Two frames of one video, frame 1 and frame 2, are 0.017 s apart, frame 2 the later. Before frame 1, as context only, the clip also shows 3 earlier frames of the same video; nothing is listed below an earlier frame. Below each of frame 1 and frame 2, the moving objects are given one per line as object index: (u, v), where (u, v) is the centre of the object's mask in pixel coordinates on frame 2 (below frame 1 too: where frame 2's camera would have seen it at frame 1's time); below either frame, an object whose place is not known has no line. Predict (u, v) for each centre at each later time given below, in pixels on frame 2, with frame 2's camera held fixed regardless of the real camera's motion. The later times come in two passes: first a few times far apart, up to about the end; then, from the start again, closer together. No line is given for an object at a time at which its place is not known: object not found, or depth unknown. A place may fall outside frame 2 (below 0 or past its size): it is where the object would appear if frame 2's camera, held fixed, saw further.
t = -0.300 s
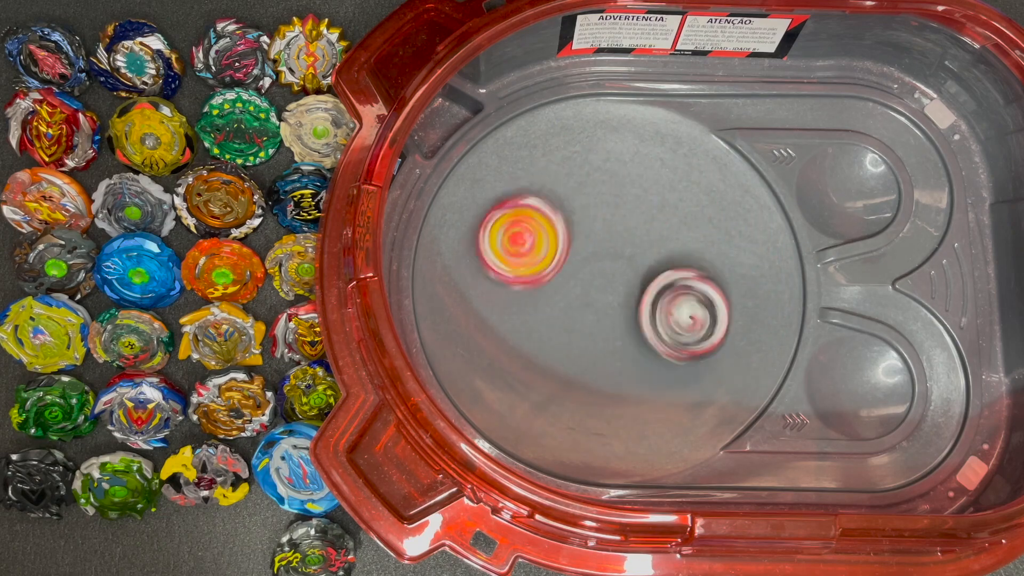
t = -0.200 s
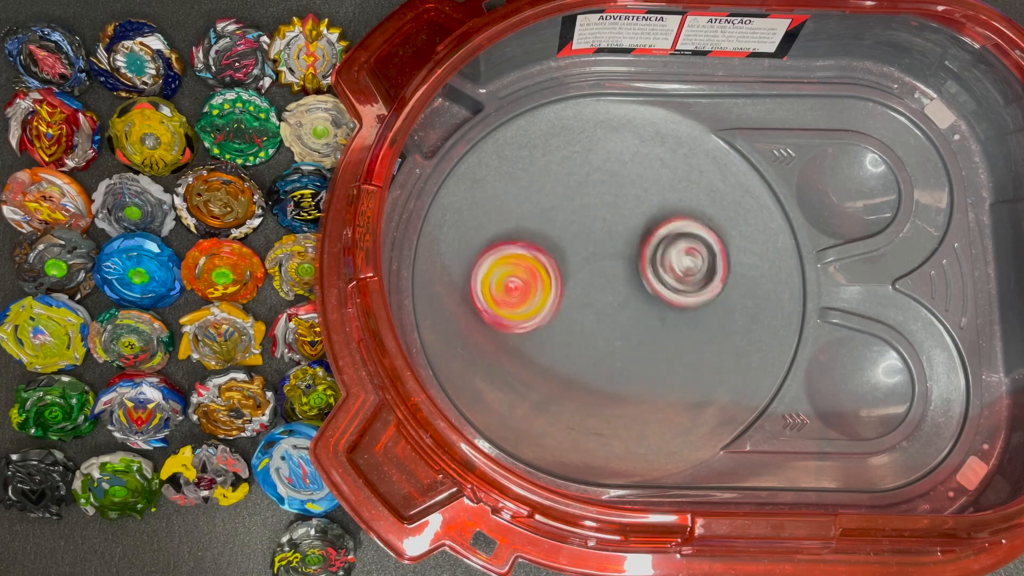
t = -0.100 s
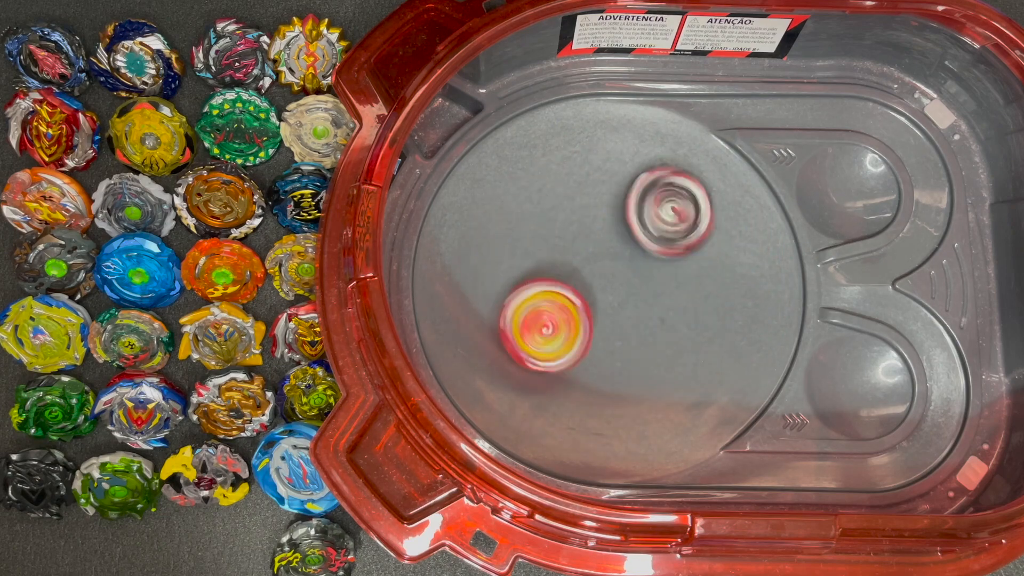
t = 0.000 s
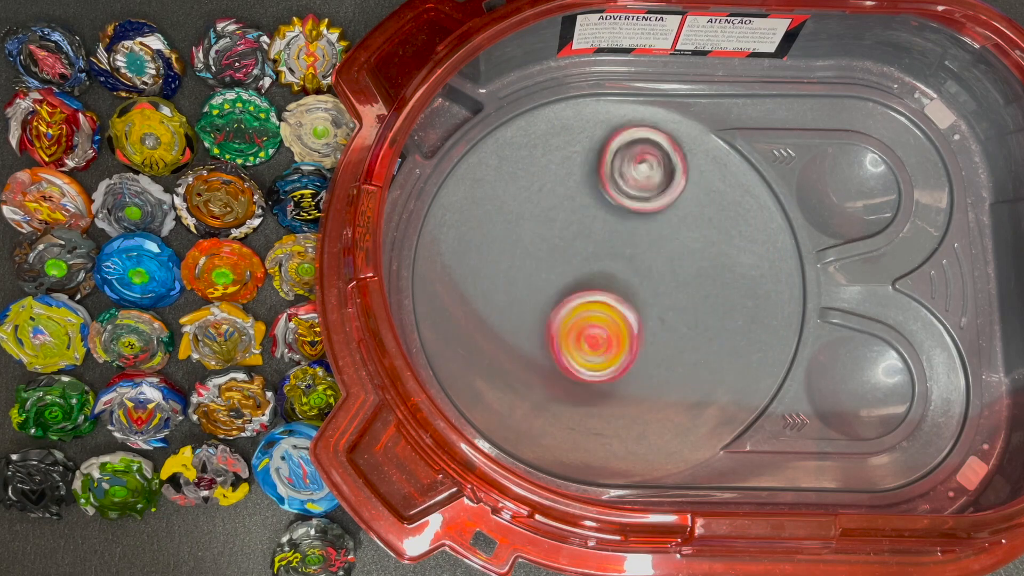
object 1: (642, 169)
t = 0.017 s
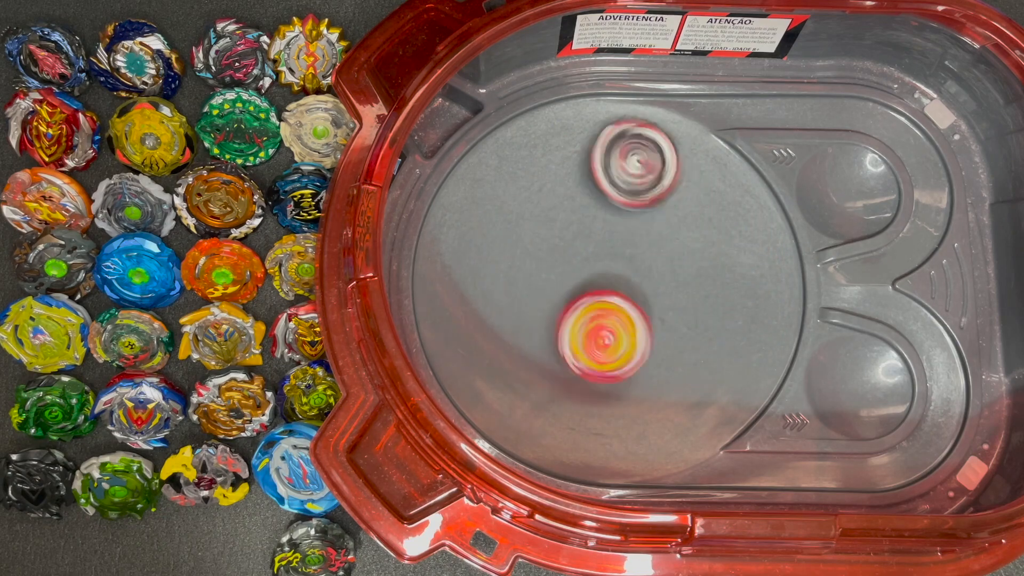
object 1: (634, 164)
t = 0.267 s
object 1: (534, 179)
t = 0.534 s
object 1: (594, 297)
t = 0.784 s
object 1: (718, 327)
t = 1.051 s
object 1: (727, 227)
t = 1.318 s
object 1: (597, 219)
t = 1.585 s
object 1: (517, 304)
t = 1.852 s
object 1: (615, 333)
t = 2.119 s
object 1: (683, 231)
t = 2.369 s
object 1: (643, 143)
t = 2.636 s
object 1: (586, 234)
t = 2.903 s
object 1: (640, 342)
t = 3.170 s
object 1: (720, 315)
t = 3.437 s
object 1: (635, 233)
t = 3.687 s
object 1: (533, 230)
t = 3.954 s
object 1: (564, 299)
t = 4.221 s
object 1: (666, 257)
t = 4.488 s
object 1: (701, 179)
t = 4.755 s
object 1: (632, 213)
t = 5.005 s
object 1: (582, 274)
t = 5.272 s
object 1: (568, 301)
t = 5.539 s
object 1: (559, 262)
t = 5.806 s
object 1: (577, 253)
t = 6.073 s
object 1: (619, 272)
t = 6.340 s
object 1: (691, 262)
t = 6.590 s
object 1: (689, 245)
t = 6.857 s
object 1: (689, 245)
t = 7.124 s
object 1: (689, 246)
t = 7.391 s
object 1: (689, 246)
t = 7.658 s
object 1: (689, 246)
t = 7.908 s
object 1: (689, 246)
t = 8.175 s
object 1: (689, 246)
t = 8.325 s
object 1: (689, 246)
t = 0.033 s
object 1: (628, 159)
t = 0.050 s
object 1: (622, 153)
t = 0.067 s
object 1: (615, 151)
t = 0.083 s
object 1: (607, 147)
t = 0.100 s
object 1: (599, 143)
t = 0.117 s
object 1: (593, 143)
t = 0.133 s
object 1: (584, 143)
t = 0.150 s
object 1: (576, 144)
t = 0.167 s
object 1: (569, 144)
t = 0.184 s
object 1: (561, 149)
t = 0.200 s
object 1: (554, 153)
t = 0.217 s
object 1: (547, 157)
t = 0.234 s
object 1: (543, 164)
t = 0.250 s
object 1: (538, 172)
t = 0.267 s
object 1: (534, 179)
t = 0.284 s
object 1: (533, 186)
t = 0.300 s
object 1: (533, 196)
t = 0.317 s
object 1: (532, 206)
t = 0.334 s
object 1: (532, 212)
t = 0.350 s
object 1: (535, 222)
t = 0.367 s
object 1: (538, 231)
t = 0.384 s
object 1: (539, 239)
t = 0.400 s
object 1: (546, 246)
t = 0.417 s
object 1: (550, 254)
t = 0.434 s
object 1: (555, 263)
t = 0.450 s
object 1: (560, 269)
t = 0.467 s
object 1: (567, 275)
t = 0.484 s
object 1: (574, 282)
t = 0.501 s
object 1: (579, 288)
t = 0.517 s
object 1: (587, 292)
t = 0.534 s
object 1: (594, 297)
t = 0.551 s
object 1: (602, 304)
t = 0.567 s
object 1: (609, 307)
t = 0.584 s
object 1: (617, 311)
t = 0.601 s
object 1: (626, 315)
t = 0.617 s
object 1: (632, 319)
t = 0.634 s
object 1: (642, 322)
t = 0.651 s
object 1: (650, 324)
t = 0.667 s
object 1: (658, 328)
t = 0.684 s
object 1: (666, 328)
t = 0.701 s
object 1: (675, 329)
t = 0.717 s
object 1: (684, 330)
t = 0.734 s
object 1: (691, 330)
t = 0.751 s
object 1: (700, 329)
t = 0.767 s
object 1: (709, 327)
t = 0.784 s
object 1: (718, 327)
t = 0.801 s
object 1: (724, 322)
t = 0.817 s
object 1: (732, 318)
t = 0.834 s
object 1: (740, 314)
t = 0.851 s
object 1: (744, 310)
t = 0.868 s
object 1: (749, 303)
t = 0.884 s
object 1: (754, 295)
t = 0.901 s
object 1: (757, 290)
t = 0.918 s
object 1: (757, 281)
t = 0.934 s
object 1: (758, 273)
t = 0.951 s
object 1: (759, 265)
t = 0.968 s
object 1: (754, 259)
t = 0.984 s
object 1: (751, 250)
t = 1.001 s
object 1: (746, 242)
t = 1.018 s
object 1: (743, 238)
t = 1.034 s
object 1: (735, 232)
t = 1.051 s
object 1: (727, 227)
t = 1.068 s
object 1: (721, 221)
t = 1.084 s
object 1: (713, 220)
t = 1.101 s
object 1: (704, 216)
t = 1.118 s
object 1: (695, 213)
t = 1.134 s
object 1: (689, 210)
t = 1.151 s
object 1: (678, 210)
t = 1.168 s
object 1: (670, 210)
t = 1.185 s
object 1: (661, 208)
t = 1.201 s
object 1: (654, 209)
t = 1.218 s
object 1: (645, 209)
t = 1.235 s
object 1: (636, 211)
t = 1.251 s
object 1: (628, 210)
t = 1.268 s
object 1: (619, 212)
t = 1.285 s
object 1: (612, 214)
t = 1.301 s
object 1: (603, 216)
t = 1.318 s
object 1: (597, 219)
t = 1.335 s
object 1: (588, 222)
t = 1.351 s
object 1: (581, 226)
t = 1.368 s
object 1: (573, 227)
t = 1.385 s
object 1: (568, 232)
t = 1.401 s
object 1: (560, 236)
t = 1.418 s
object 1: (553, 241)
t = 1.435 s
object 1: (547, 244)
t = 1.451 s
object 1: (541, 250)
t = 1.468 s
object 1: (536, 256)
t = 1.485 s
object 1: (530, 261)
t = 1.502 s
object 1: (527, 267)
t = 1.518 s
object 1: (523, 274)
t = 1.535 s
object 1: (519, 281)
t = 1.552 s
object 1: (517, 287)
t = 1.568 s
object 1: (517, 295)
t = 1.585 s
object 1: (517, 304)
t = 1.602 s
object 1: (516, 310)
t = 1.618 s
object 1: (520, 316)
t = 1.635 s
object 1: (523, 324)
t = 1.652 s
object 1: (527, 331)
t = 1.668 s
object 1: (532, 335)
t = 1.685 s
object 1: (540, 340)
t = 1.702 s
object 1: (547, 345)
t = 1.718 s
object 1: (553, 347)
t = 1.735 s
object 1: (561, 348)
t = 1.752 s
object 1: (570, 348)
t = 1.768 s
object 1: (579, 349)
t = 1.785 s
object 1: (585, 347)
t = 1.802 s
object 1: (593, 344)
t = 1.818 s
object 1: (602, 340)
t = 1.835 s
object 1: (610, 339)
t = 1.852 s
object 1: (615, 333)
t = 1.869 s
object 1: (622, 329)
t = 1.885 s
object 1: (630, 323)
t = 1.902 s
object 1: (635, 319)
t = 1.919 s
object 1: (640, 312)
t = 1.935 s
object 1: (645, 306)
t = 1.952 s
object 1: (652, 300)
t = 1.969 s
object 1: (655, 294)
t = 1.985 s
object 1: (660, 287)
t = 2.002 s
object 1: (664, 280)
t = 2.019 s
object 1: (669, 274)
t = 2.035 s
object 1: (671, 267)
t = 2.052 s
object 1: (675, 260)
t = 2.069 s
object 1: (678, 252)
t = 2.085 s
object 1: (681, 246)
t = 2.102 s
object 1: (682, 238)
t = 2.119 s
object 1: (683, 231)
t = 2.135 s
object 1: (686, 222)
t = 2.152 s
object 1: (687, 216)
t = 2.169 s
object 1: (687, 208)
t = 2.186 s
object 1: (686, 200)
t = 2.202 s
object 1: (687, 192)
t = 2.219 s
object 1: (685, 186)
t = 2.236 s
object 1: (683, 178)
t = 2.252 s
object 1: (680, 171)
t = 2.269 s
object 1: (679, 165)
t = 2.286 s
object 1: (672, 160)
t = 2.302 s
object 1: (668, 155)
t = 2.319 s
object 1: (662, 148)
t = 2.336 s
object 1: (658, 147)
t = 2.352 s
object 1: (649, 145)
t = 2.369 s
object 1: (643, 143)
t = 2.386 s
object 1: (637, 142)
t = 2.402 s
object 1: (630, 145)
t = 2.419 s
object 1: (622, 147)
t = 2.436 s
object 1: (615, 150)
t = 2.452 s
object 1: (611, 154)
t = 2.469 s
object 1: (605, 161)
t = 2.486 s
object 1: (600, 167)
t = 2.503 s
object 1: (595, 173)
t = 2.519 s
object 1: (594, 179)
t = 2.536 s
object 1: (591, 187)
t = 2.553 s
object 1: (589, 196)
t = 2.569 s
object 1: (586, 203)
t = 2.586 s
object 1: (586, 210)
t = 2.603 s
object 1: (586, 218)
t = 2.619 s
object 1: (586, 227)
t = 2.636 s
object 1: (586, 234)
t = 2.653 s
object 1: (587, 241)
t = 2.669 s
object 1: (589, 249)
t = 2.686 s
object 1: (590, 257)
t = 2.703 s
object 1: (592, 264)
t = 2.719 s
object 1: (595, 272)
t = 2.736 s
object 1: (598, 279)
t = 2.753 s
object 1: (600, 287)
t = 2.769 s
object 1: (604, 293)
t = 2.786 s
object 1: (607, 299)
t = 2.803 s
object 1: (612, 307)
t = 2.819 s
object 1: (615, 313)
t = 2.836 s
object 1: (620, 319)
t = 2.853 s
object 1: (624, 325)
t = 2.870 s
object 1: (630, 332)
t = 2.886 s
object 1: (634, 337)
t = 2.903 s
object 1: (640, 342)
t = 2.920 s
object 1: (646, 346)
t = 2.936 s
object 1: (654, 351)
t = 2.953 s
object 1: (659, 353)
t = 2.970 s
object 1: (667, 355)
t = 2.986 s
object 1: (674, 357)
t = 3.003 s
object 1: (682, 359)
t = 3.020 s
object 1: (686, 357)
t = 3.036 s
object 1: (695, 355)
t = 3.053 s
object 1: (701, 354)
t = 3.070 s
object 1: (706, 352)
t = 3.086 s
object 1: (709, 346)
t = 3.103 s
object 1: (715, 342)
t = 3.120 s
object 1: (718, 336)
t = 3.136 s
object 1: (719, 330)
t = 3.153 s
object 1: (720, 322)
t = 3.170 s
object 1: (720, 315)
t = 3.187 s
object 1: (719, 307)
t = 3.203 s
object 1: (716, 302)
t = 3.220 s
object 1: (713, 294)
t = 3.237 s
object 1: (708, 287)
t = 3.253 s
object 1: (705, 280)
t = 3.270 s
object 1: (700, 276)
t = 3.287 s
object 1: (694, 270)
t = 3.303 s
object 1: (687, 264)
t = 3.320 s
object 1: (683, 258)
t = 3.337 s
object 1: (677, 255)
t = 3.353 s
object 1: (670, 250)
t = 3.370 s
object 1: (662, 245)
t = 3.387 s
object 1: (657, 241)
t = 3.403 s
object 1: (650, 239)
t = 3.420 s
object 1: (643, 236)
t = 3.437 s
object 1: (635, 233)
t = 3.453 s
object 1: (628, 229)
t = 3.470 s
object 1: (622, 228)
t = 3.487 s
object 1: (614, 225)
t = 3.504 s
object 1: (606, 224)
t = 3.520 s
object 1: (600, 221)
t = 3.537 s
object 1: (593, 222)
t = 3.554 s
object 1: (586, 220)
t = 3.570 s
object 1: (578, 220)
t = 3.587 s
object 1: (572, 218)
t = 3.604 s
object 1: (565, 221)
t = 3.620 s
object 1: (558, 221)
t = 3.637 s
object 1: (551, 223)
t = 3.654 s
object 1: (545, 223)
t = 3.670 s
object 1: (540, 227)
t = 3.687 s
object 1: (533, 230)
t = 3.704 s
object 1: (527, 234)
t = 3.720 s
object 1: (523, 237)
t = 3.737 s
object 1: (520, 243)
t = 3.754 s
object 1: (516, 249)
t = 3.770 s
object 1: (514, 253)
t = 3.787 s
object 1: (515, 259)
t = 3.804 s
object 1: (516, 266)
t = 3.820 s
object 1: (517, 272)
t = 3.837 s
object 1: (520, 278)
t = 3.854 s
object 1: (524, 282)
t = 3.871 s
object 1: (530, 287)
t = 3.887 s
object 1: (536, 292)
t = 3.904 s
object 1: (541, 295)
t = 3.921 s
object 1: (549, 296)
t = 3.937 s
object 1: (557, 297)
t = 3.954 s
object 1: (564, 299)
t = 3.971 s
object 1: (570, 300)
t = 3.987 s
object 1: (577, 298)
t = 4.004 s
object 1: (585, 297)
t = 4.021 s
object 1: (593, 295)
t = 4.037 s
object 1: (599, 295)
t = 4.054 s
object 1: (606, 291)
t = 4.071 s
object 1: (612, 288)
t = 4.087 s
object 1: (619, 285)
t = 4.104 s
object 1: (626, 283)
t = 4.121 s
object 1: (632, 279)
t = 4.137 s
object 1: (637, 276)
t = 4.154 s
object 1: (644, 271)
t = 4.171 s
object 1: (650, 269)
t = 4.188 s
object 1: (655, 263)
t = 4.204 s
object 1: (661, 260)
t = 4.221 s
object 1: (666, 257)
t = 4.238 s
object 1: (672, 254)
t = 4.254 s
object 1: (675, 249)
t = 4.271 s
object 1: (681, 244)
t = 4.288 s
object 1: (686, 240)
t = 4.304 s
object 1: (692, 235)
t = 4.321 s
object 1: (695, 231)
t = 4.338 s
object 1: (699, 225)
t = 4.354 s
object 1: (702, 220)
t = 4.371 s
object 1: (705, 214)
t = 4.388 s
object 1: (706, 210)
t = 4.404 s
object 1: (707, 202)
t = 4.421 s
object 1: (708, 197)
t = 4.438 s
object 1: (708, 191)
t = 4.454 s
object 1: (706, 187)
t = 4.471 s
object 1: (704, 182)
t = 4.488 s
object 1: (701, 179)
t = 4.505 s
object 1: (699, 175)
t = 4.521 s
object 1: (696, 176)
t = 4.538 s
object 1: (690, 174)
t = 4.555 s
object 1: (688, 172)
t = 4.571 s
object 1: (683, 173)
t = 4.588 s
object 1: (679, 173)
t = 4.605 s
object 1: (674, 175)
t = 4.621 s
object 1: (668, 177)
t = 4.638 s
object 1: (662, 179)
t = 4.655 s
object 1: (659, 181)
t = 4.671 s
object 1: (653, 187)
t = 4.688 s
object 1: (647, 191)
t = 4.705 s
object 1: (643, 196)
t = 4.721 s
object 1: (639, 200)
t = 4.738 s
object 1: (637, 206)
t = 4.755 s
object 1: (632, 213)
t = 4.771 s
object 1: (629, 219)
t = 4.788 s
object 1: (625, 224)
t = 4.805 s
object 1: (624, 229)
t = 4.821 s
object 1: (622, 236)
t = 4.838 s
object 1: (619, 237)
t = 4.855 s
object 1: (617, 240)
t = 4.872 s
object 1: (613, 243)
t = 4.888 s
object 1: (609, 245)
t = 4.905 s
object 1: (604, 249)
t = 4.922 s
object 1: (599, 252)
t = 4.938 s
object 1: (596, 257)
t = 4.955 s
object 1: (591, 261)
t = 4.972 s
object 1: (588, 264)
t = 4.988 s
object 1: (585, 269)
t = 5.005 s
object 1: (582, 274)
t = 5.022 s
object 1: (580, 279)
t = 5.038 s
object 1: (578, 283)
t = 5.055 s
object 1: (578, 287)
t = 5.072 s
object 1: (577, 293)
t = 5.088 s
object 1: (577, 298)
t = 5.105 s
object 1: (578, 302)
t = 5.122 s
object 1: (579, 307)
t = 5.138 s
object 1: (580, 310)
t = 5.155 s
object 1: (583, 311)
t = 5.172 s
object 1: (581, 309)
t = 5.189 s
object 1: (578, 307)
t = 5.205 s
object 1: (577, 306)
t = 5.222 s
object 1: (575, 306)
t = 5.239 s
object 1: (572, 305)
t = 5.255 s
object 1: (570, 303)
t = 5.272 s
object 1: (568, 301)
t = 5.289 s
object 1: (565, 299)
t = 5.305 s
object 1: (562, 296)
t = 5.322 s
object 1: (561, 292)
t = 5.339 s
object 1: (562, 291)
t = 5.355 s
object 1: (561, 291)
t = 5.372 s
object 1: (559, 289)
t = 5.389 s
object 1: (558, 287)
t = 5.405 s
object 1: (557, 284)
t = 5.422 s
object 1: (557, 280)
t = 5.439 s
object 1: (558, 276)
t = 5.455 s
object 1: (560, 274)
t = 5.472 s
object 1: (562, 274)
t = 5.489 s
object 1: (562, 274)
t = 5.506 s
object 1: (561, 272)
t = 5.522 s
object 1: (560, 267)
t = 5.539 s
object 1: (559, 262)
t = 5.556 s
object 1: (559, 257)
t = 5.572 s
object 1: (558, 252)
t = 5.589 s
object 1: (559, 246)
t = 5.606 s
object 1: (561, 245)
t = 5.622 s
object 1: (564, 244)
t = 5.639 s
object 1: (565, 243)
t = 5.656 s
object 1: (567, 243)
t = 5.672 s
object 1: (570, 246)
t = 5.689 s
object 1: (572, 250)
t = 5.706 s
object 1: (573, 252)
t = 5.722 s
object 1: (574, 255)
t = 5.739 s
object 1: (575, 256)
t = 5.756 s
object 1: (575, 255)
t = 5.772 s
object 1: (575, 254)
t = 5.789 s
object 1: (576, 254)
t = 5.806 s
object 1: (577, 253)
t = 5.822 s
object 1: (580, 253)
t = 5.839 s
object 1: (582, 254)
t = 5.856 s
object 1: (584, 255)
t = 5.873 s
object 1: (586, 256)
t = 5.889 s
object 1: (588, 256)
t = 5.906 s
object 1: (592, 257)
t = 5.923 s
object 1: (595, 259)
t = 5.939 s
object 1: (597, 259)
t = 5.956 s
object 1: (599, 260)
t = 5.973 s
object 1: (601, 261)
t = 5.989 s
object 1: (603, 263)
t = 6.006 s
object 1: (605, 264)
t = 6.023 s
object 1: (608, 266)
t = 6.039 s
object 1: (612, 268)
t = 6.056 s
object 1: (615, 270)
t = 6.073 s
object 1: (619, 272)
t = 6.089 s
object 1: (623, 275)
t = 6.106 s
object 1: (627, 278)
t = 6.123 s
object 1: (631, 280)
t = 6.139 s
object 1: (635, 282)
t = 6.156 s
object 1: (641, 284)
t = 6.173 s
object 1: (646, 285)
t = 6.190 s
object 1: (653, 286)
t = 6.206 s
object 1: (658, 284)
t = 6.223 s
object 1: (665, 285)
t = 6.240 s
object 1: (671, 284)
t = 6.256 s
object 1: (675, 280)
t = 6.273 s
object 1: (680, 277)
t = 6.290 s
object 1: (684, 274)
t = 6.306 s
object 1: (687, 270)
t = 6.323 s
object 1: (689, 266)
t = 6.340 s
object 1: (691, 262)
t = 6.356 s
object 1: (691, 258)
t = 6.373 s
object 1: (691, 255)
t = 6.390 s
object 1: (691, 251)
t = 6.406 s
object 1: (691, 250)
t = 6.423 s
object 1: (690, 249)
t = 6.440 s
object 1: (690, 248)
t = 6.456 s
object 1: (690, 247)
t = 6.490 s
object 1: (689, 246)
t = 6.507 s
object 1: (689, 245)
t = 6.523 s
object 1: (689, 245)
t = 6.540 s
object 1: (689, 245)
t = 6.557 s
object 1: (689, 245)
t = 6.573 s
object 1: (689, 245)
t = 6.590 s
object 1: (689, 245)
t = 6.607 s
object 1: (689, 245)
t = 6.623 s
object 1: (689, 245)
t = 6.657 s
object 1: (689, 245)
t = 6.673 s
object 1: (689, 245)
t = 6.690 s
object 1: (689, 245)
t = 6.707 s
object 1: (689, 245)
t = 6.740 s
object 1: (689, 245)
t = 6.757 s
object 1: (689, 245)
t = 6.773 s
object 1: (689, 245)
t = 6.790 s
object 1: (689, 245)
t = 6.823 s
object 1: (689, 245)
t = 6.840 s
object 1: (689, 245)
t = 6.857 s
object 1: (689, 245)
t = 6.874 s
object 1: (689, 245)
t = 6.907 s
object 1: (689, 246)
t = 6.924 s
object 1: (689, 246)
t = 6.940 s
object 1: (689, 246)
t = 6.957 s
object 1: (689, 246)
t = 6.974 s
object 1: (689, 246)
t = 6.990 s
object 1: (689, 246)
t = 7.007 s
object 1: (689, 246)
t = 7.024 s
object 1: (689, 246)
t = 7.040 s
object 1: (689, 246)
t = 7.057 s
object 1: (689, 246)
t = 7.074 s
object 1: (689, 246)
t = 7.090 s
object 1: (689, 246)
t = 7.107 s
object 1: (689, 246)
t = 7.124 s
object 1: (689, 246)
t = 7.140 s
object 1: (689, 246)
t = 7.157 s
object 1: (689, 246)
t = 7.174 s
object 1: (689, 246)
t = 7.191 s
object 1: (689, 246)
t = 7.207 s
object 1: (689, 246)
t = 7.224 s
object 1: (689, 246)
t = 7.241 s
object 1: (689, 246)
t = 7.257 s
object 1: (689, 246)
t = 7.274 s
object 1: (689, 246)
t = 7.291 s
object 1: (689, 246)
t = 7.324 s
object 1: (689, 246)
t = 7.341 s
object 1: (689, 246)
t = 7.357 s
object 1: (689, 246)
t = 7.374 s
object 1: (689, 246)
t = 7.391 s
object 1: (689, 246)
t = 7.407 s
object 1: (689, 246)
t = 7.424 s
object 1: (689, 246)
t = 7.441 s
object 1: (689, 246)
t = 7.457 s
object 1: (689, 246)
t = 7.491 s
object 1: (689, 246)
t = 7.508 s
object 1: (689, 246)
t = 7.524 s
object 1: (689, 246)
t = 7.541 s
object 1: (689, 246)
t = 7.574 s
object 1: (689, 246)
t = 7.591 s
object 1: (689, 246)
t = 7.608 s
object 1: (689, 246)
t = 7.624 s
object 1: (689, 246)
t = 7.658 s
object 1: (689, 246)
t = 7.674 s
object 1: (689, 246)
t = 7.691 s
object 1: (689, 246)
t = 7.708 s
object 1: (689, 246)
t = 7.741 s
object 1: (689, 246)
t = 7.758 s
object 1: (689, 246)
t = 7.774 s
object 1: (689, 246)
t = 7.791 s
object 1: (689, 246)
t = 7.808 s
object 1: (689, 246)
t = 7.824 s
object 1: (689, 246)
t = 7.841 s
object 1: (689, 246)
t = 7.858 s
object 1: (689, 246)
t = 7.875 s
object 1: (689, 246)
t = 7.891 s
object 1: (689, 246)
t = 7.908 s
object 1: (689, 246)
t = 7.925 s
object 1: (689, 246)
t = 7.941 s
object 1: (689, 246)
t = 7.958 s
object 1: (689, 246)
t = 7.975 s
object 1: (689, 246)
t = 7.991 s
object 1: (689, 246)
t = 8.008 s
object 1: (689, 246)
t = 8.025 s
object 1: (689, 246)
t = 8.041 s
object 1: (689, 246)
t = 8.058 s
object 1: (689, 246)
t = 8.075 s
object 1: (689, 246)
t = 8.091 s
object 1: (689, 246)
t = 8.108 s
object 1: (689, 246)
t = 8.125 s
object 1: (689, 246)
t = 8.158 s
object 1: (689, 246)
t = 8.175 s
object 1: (689, 246)
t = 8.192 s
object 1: (689, 246)
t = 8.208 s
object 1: (689, 246)
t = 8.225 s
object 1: (689, 246)
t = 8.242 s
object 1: (689, 246)
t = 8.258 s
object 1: (689, 246)
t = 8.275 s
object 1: (689, 246)
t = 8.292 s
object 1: (689, 246)
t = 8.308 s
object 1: (689, 246)
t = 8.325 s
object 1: (689, 246)
